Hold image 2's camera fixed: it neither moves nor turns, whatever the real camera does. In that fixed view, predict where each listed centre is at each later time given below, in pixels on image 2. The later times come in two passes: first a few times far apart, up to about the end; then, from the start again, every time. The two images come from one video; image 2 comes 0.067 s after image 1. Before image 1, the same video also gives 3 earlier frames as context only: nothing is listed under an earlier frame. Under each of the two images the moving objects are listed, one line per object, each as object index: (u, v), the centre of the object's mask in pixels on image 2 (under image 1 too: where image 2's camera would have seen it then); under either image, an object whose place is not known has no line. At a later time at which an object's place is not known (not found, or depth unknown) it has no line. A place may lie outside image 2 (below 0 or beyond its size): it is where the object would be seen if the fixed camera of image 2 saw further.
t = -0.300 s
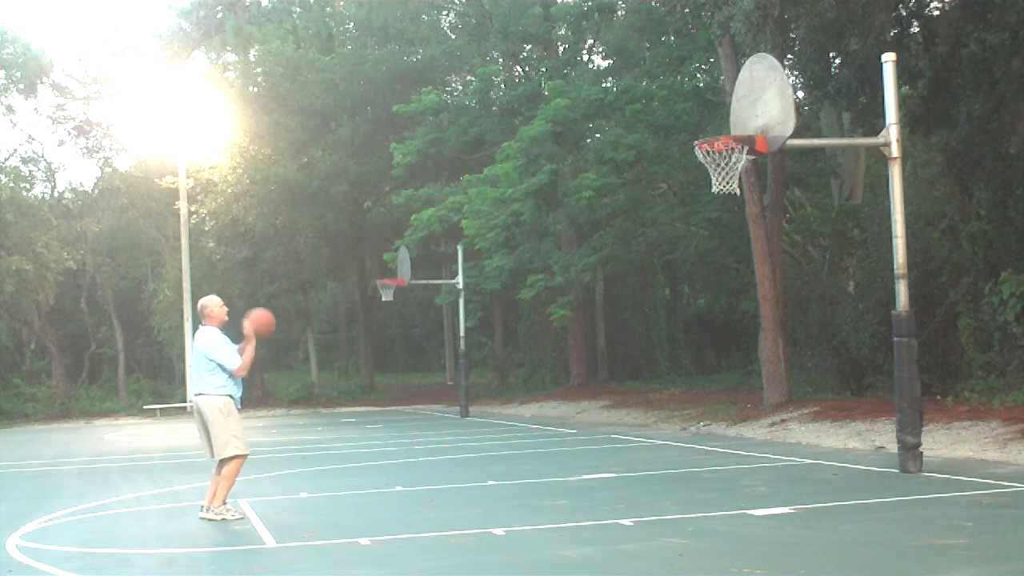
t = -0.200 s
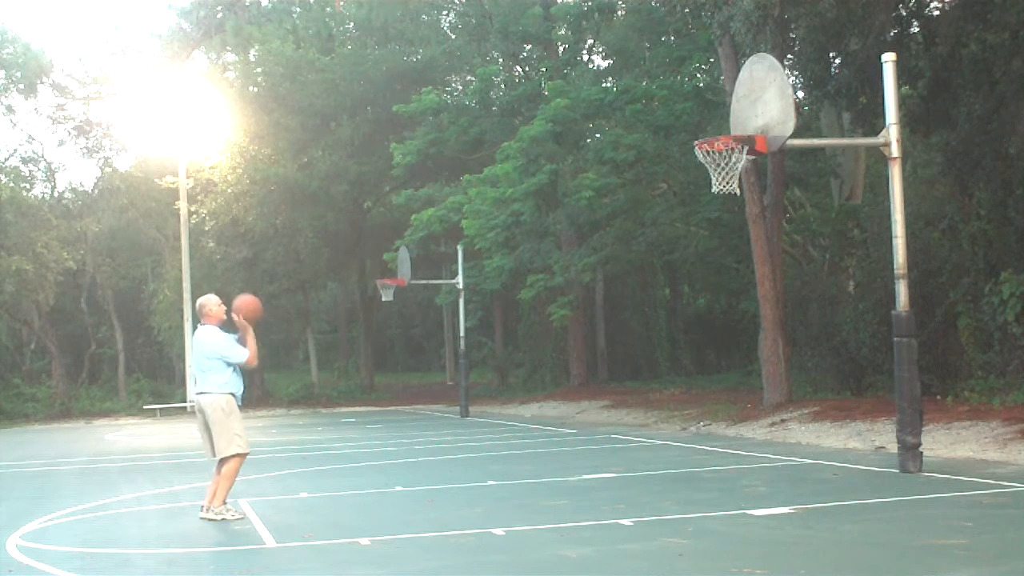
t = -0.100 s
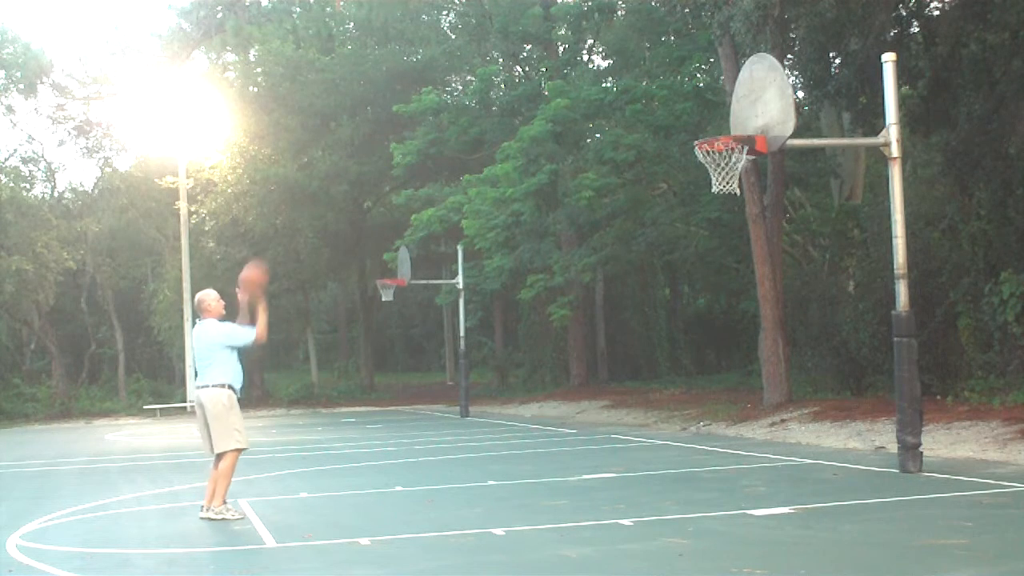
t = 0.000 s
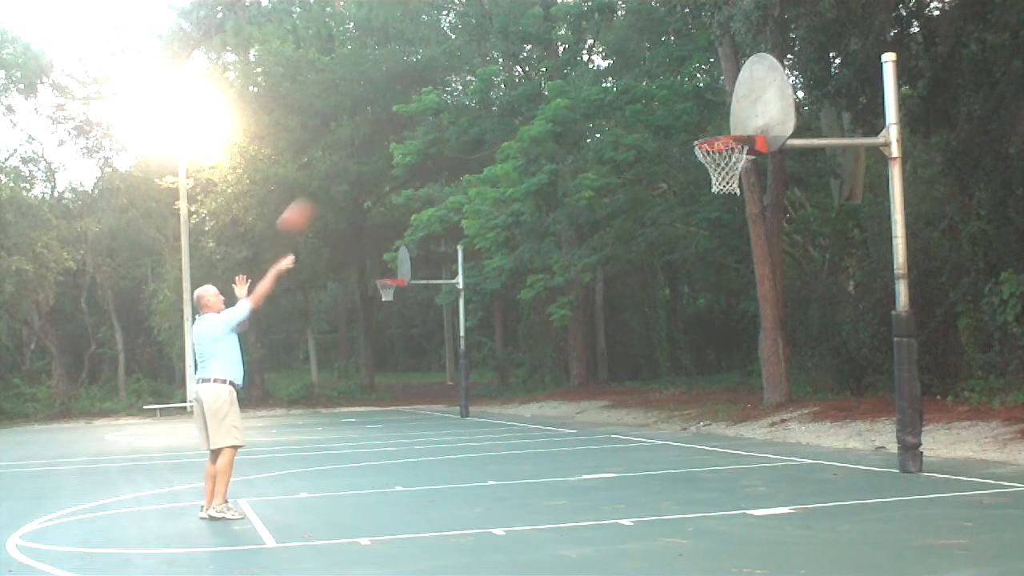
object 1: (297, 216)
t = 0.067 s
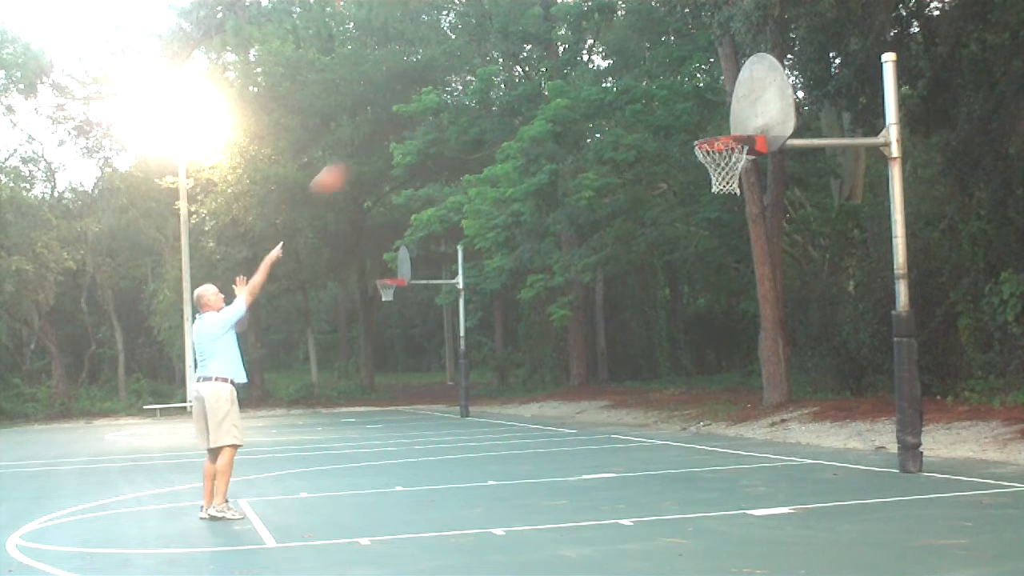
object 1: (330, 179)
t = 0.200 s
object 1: (394, 124)
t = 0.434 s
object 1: (504, 76)
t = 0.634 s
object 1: (598, 80)
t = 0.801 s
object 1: (674, 117)
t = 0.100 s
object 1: (345, 163)
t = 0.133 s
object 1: (363, 148)
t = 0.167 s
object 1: (378, 135)
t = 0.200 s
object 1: (394, 124)
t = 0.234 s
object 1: (410, 114)
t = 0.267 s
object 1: (426, 104)
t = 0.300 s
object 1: (441, 95)
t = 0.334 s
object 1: (458, 88)
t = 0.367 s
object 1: (474, 82)
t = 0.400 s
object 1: (488, 78)
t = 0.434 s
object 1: (504, 76)
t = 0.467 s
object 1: (521, 73)
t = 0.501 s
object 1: (537, 71)
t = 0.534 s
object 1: (552, 72)
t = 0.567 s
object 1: (568, 74)
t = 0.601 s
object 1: (583, 76)
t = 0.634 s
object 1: (598, 80)
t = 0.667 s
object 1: (614, 85)
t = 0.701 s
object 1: (630, 91)
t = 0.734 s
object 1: (645, 100)
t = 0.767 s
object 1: (660, 108)
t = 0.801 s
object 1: (674, 117)
